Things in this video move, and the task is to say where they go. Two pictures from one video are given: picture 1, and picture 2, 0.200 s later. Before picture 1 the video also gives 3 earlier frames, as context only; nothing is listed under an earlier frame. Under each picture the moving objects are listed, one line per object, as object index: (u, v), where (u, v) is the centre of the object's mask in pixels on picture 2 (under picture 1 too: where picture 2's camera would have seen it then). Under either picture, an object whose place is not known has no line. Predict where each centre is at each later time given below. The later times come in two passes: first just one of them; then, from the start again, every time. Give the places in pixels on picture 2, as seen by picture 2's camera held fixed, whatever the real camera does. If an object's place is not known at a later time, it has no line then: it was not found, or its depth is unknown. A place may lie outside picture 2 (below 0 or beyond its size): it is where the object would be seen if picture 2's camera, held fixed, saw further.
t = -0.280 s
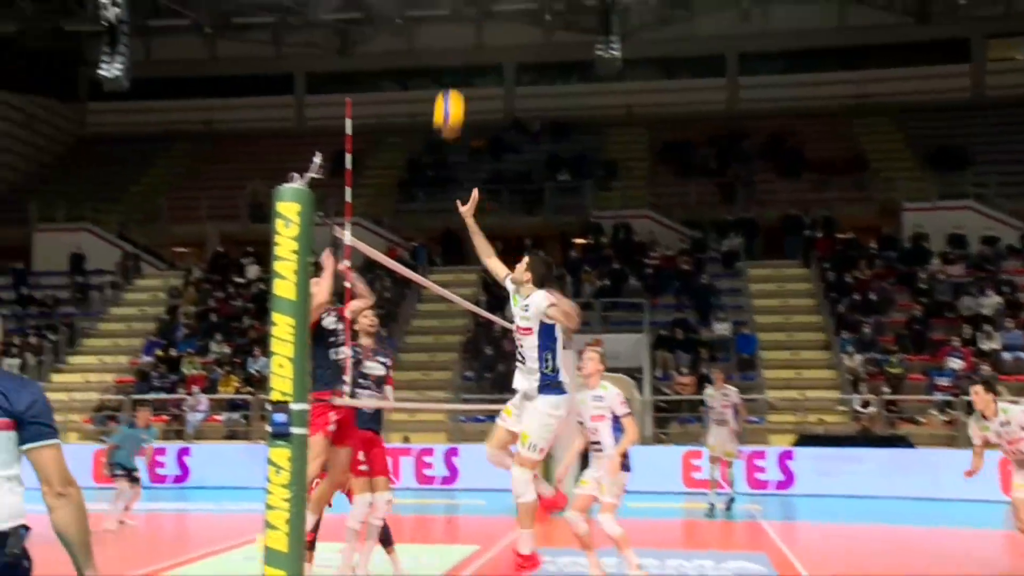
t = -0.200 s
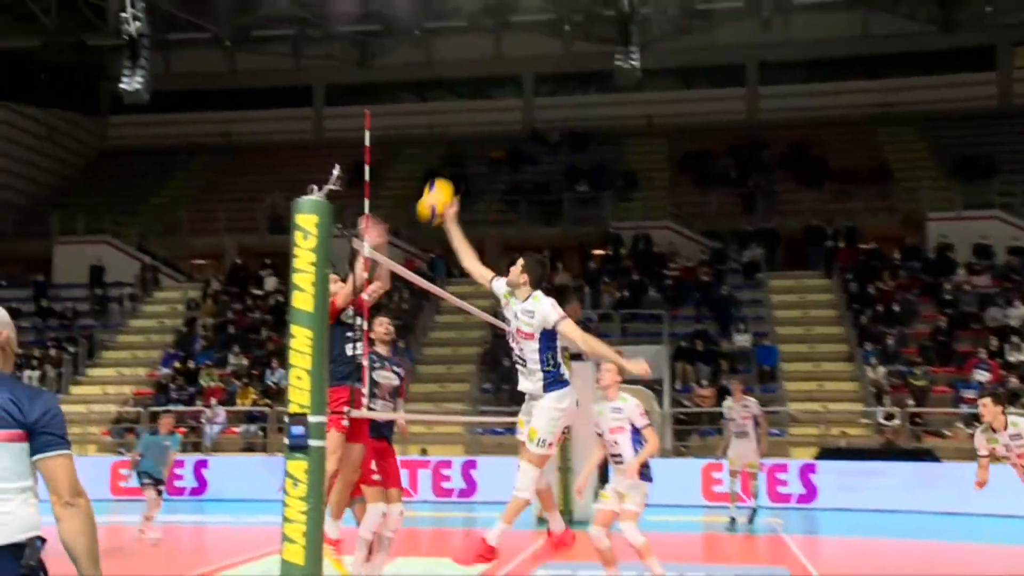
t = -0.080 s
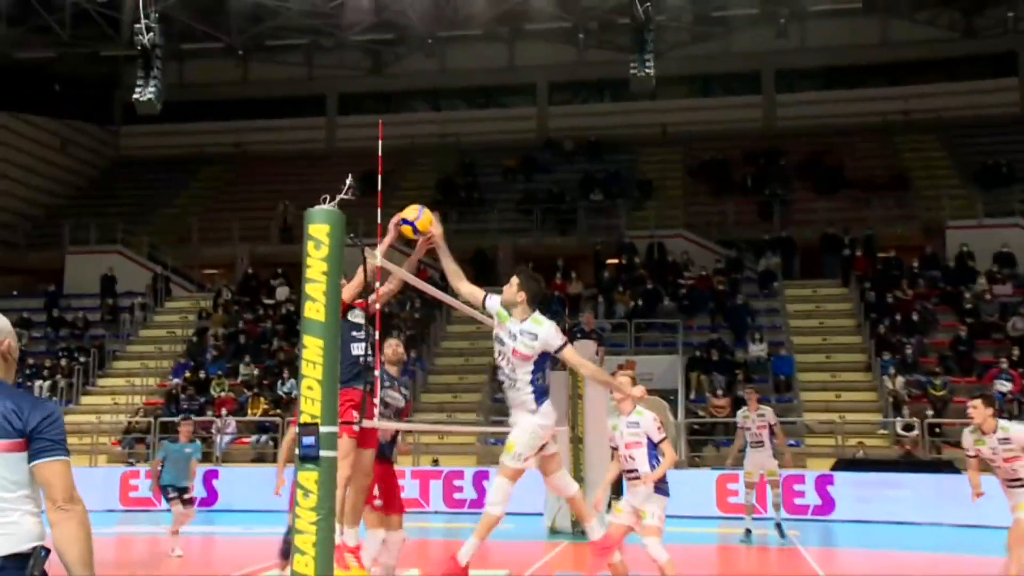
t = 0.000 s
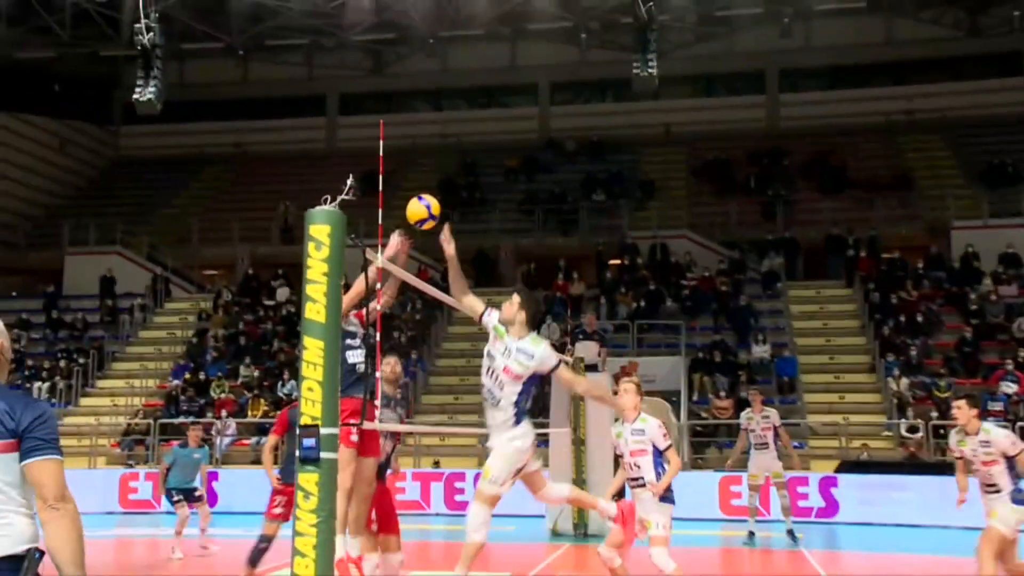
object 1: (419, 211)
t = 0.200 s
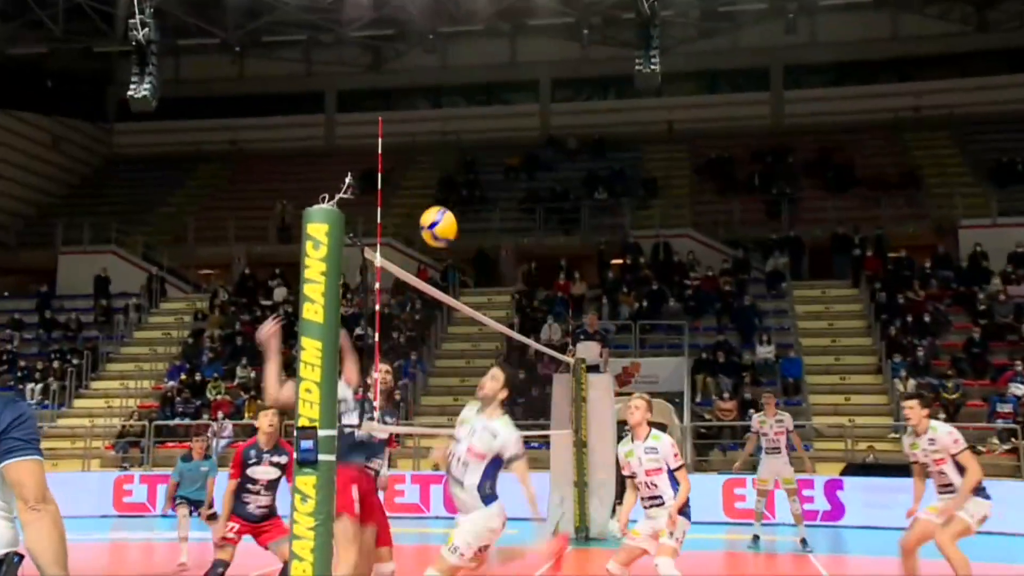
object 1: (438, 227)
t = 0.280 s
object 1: (446, 253)
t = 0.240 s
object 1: (442, 239)
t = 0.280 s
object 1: (446, 253)
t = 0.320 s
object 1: (451, 272)
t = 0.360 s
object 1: (454, 293)
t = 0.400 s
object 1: (459, 318)
